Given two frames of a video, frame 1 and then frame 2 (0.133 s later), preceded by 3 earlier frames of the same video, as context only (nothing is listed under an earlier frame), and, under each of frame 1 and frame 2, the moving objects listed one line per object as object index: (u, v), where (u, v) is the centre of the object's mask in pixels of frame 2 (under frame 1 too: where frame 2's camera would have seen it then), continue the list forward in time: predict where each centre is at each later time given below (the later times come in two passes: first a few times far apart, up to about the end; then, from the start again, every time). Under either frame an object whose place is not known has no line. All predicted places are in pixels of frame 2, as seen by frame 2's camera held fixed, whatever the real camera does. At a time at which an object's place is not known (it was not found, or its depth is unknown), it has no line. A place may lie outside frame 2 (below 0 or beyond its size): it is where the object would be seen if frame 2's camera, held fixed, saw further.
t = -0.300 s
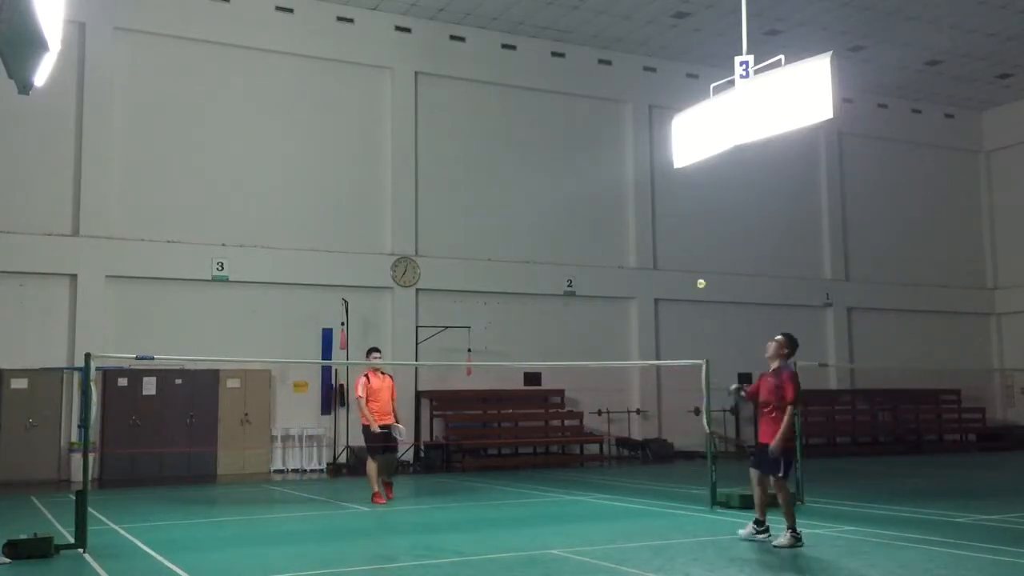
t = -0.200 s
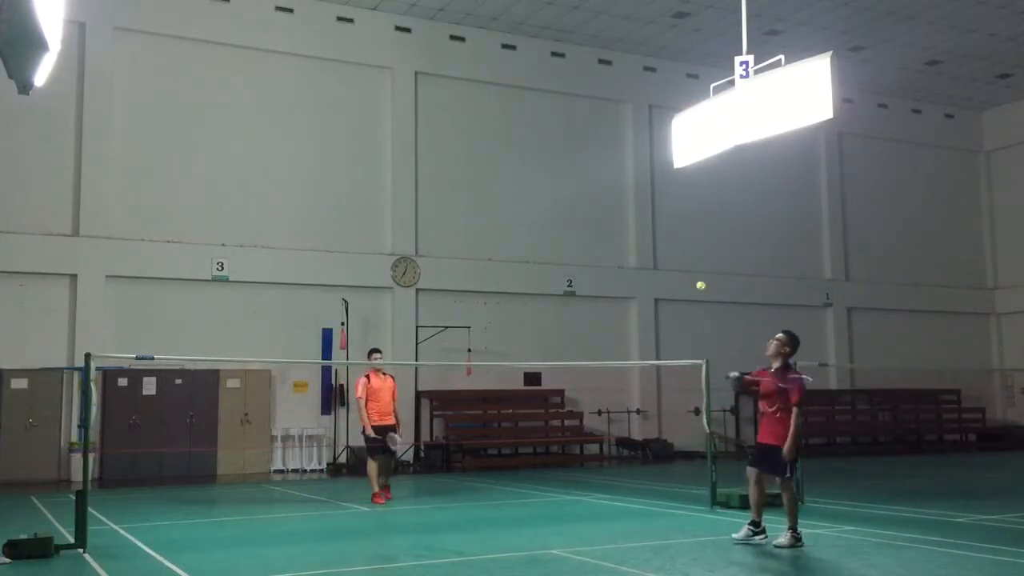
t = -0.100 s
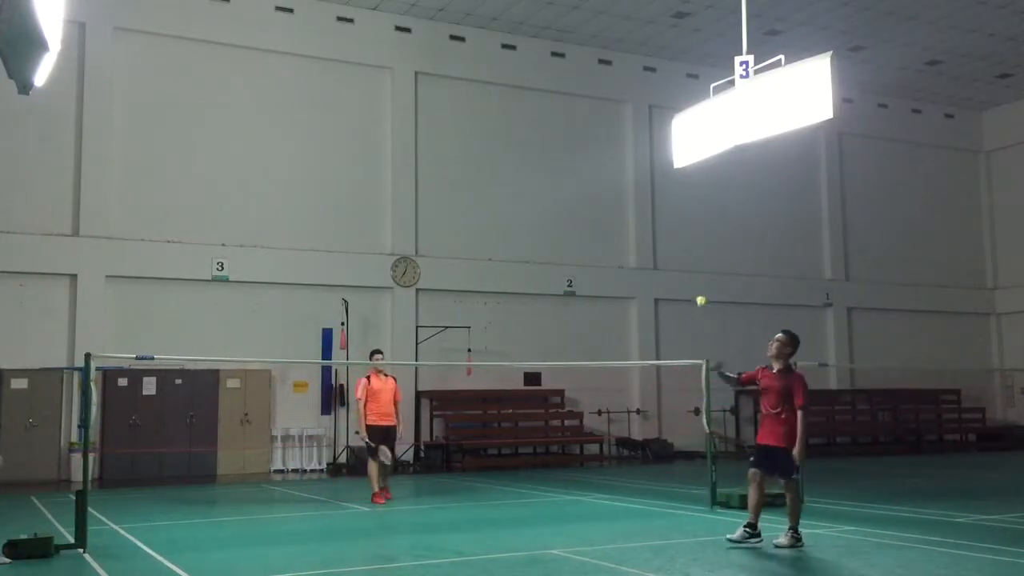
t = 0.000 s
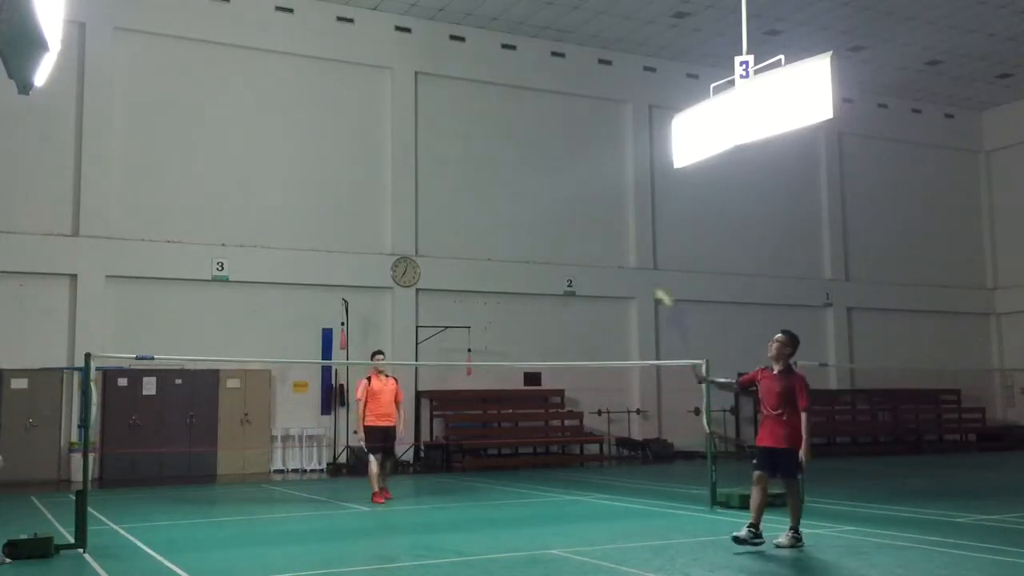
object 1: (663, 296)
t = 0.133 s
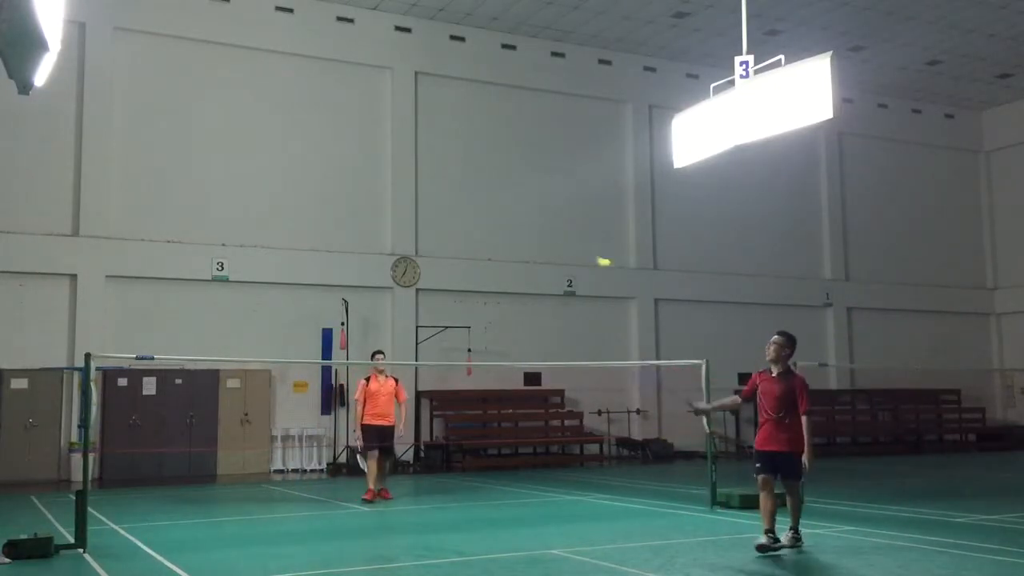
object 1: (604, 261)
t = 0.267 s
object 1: (555, 248)
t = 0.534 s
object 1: (488, 277)
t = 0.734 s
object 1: (451, 333)
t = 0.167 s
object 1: (588, 257)
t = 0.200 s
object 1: (576, 253)
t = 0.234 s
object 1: (565, 250)
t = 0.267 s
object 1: (555, 248)
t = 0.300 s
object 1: (545, 246)
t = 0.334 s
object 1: (535, 246)
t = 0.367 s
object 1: (525, 248)
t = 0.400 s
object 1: (517, 252)
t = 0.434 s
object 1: (510, 257)
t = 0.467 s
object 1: (502, 264)
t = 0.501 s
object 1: (495, 270)
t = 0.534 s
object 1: (488, 277)
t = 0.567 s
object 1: (480, 286)
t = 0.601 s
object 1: (475, 293)
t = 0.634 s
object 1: (468, 302)
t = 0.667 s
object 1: (462, 312)
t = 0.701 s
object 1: (457, 322)
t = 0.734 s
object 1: (451, 333)
